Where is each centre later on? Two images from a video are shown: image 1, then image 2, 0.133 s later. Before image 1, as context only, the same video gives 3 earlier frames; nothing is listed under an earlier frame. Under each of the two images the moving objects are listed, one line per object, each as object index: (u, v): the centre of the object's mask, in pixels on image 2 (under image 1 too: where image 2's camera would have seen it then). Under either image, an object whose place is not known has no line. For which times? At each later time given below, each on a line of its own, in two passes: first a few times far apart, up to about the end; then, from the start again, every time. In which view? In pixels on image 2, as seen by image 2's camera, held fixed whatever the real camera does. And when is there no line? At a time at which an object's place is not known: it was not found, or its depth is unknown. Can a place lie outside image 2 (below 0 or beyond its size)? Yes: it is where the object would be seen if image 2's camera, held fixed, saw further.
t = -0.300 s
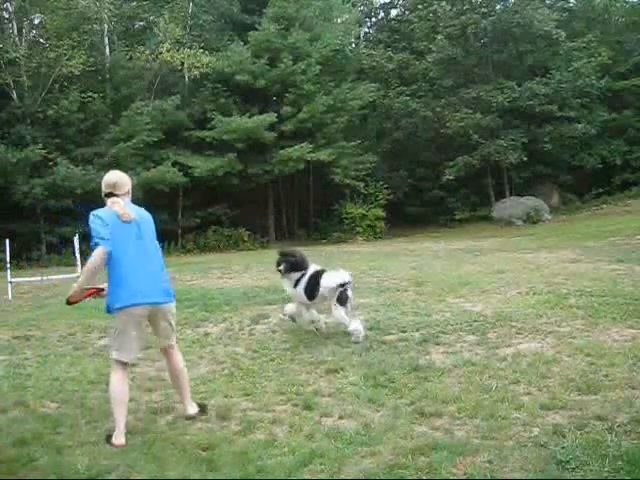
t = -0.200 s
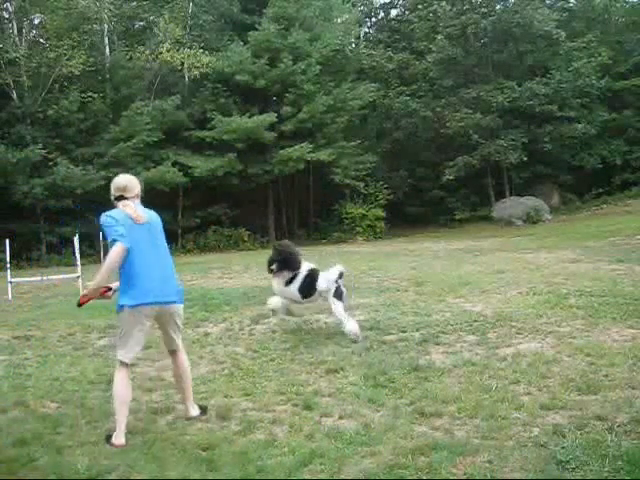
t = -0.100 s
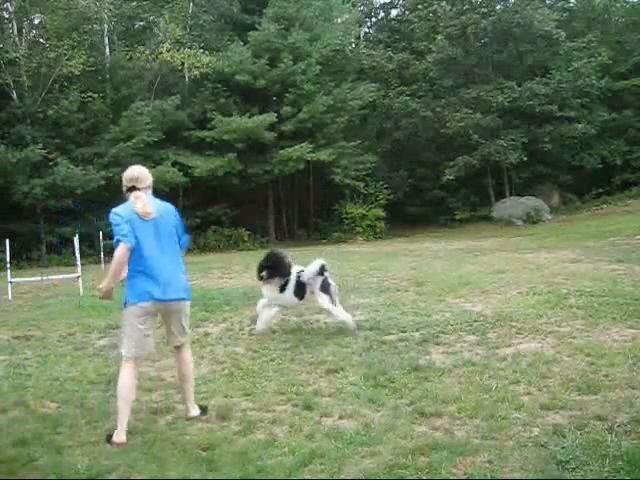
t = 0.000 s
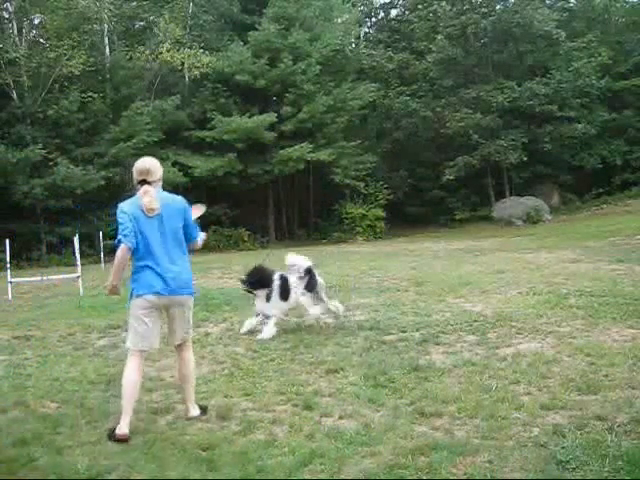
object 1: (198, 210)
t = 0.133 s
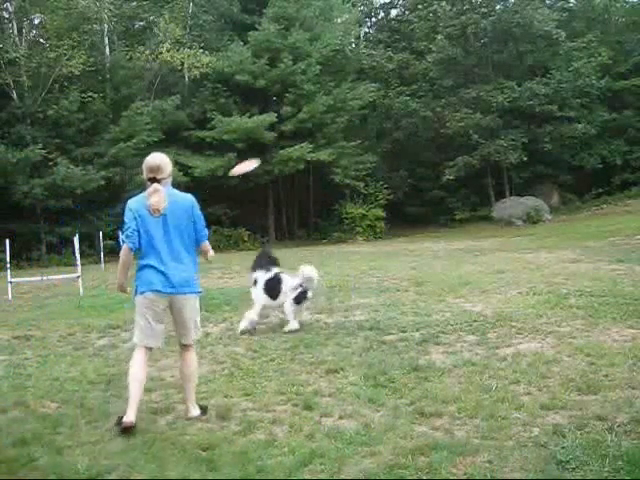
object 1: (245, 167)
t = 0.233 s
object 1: (274, 144)
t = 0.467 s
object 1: (317, 114)
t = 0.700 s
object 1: (337, 106)
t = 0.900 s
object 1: (344, 110)
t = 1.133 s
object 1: (339, 126)
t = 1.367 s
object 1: (324, 155)
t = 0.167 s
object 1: (256, 159)
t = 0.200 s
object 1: (265, 151)
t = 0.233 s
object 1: (274, 144)
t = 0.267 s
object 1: (283, 137)
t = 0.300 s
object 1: (290, 133)
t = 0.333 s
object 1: (296, 128)
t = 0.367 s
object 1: (303, 123)
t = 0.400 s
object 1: (308, 120)
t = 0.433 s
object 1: (313, 117)
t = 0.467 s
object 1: (317, 114)
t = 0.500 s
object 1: (322, 111)
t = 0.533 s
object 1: (325, 110)
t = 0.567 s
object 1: (328, 108)
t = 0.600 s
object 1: (330, 107)
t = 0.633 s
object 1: (333, 106)
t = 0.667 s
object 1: (336, 106)
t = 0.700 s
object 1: (337, 106)
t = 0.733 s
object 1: (339, 106)
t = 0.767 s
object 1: (341, 106)
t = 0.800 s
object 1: (342, 106)
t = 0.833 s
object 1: (343, 107)
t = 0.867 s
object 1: (343, 108)
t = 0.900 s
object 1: (344, 110)
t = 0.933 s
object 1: (344, 111)
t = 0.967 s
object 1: (344, 113)
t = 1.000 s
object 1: (343, 115)
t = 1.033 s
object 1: (343, 118)
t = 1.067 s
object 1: (342, 121)
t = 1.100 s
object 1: (341, 123)
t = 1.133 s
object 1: (339, 126)
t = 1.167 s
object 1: (338, 129)
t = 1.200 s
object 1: (336, 133)
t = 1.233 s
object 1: (334, 138)
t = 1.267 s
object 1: (332, 141)
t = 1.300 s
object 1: (329, 146)
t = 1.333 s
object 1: (327, 151)
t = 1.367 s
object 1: (324, 155)
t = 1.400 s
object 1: (321, 160)
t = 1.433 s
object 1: (318, 165)
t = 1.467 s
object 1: (314, 171)
